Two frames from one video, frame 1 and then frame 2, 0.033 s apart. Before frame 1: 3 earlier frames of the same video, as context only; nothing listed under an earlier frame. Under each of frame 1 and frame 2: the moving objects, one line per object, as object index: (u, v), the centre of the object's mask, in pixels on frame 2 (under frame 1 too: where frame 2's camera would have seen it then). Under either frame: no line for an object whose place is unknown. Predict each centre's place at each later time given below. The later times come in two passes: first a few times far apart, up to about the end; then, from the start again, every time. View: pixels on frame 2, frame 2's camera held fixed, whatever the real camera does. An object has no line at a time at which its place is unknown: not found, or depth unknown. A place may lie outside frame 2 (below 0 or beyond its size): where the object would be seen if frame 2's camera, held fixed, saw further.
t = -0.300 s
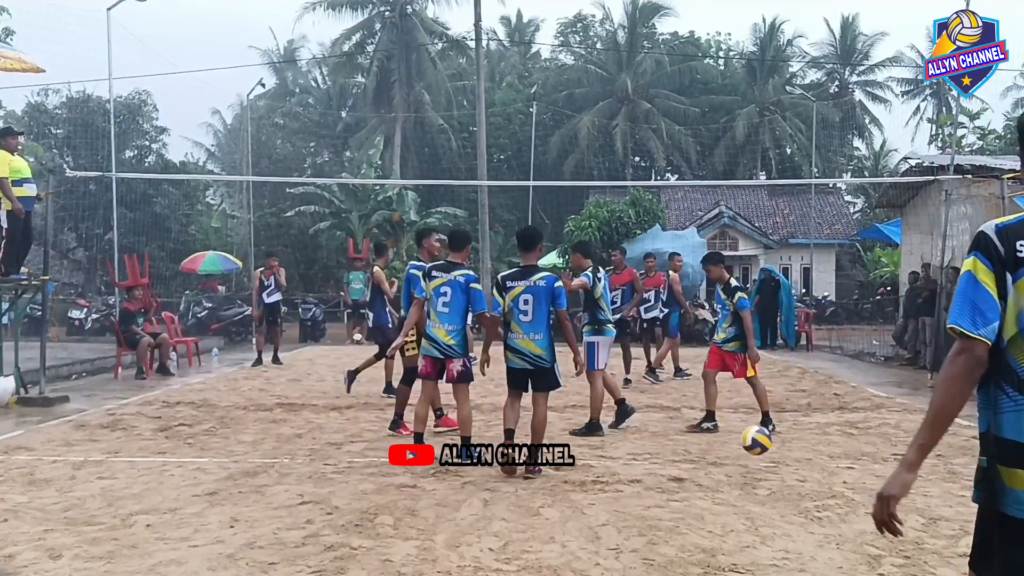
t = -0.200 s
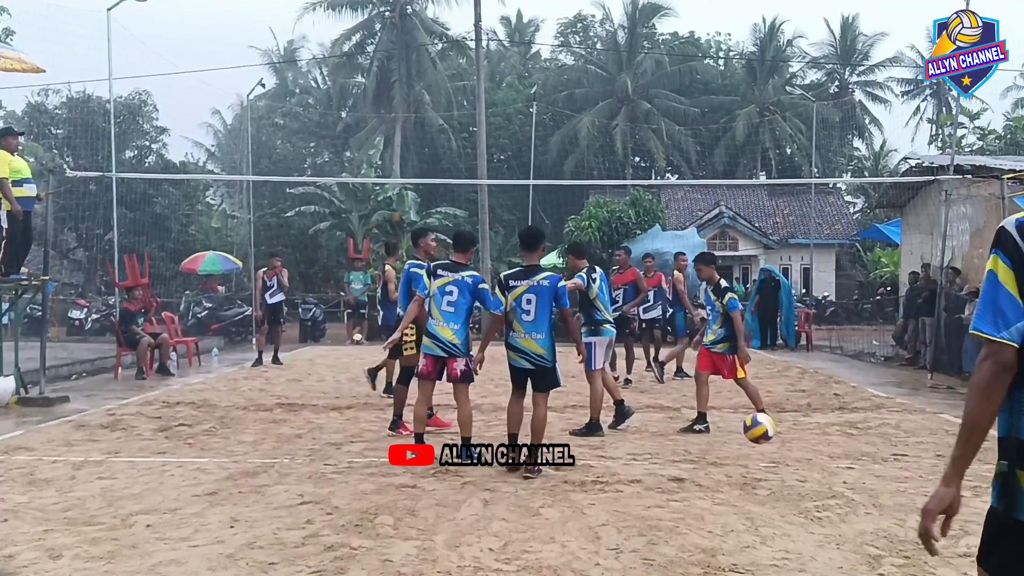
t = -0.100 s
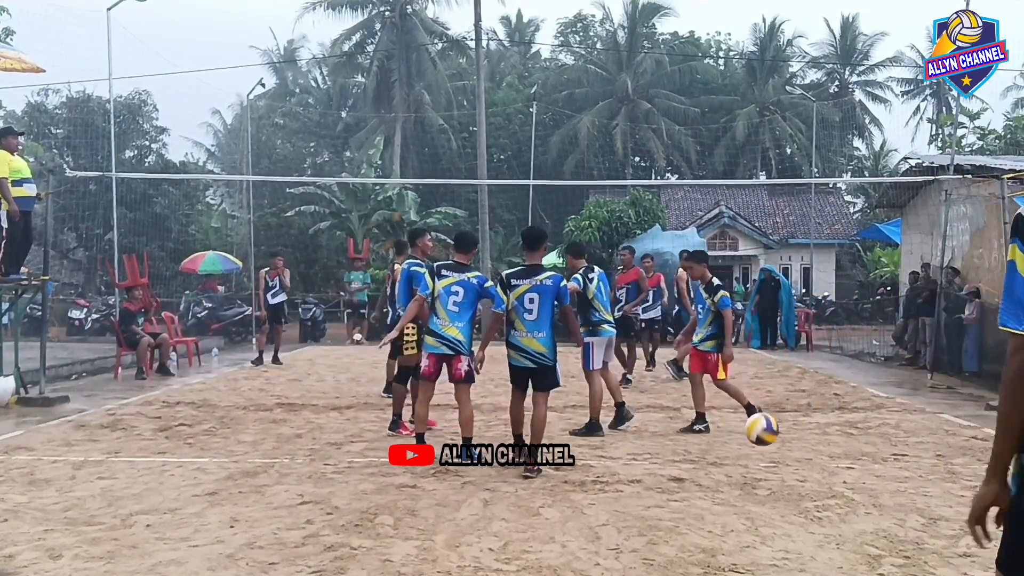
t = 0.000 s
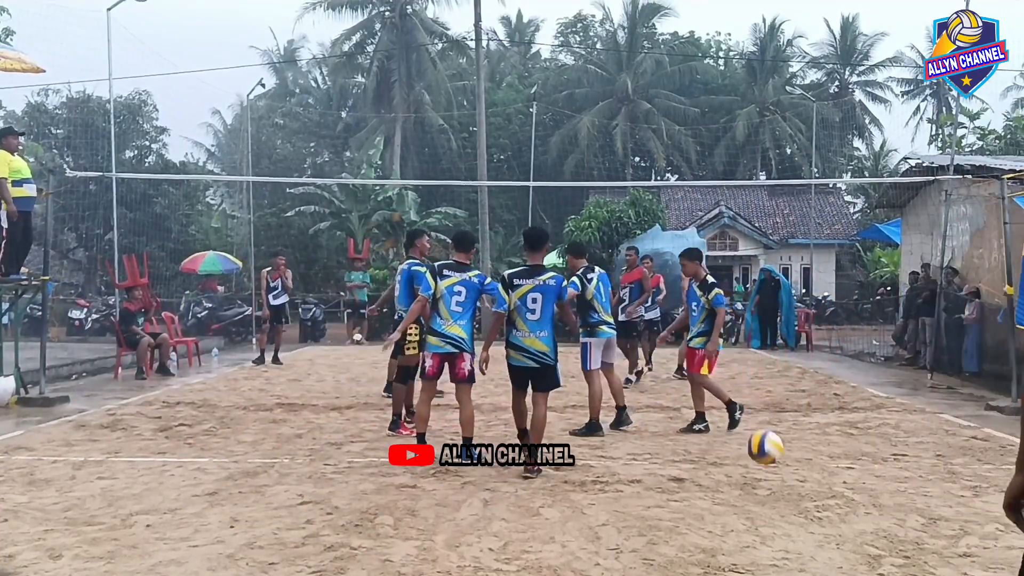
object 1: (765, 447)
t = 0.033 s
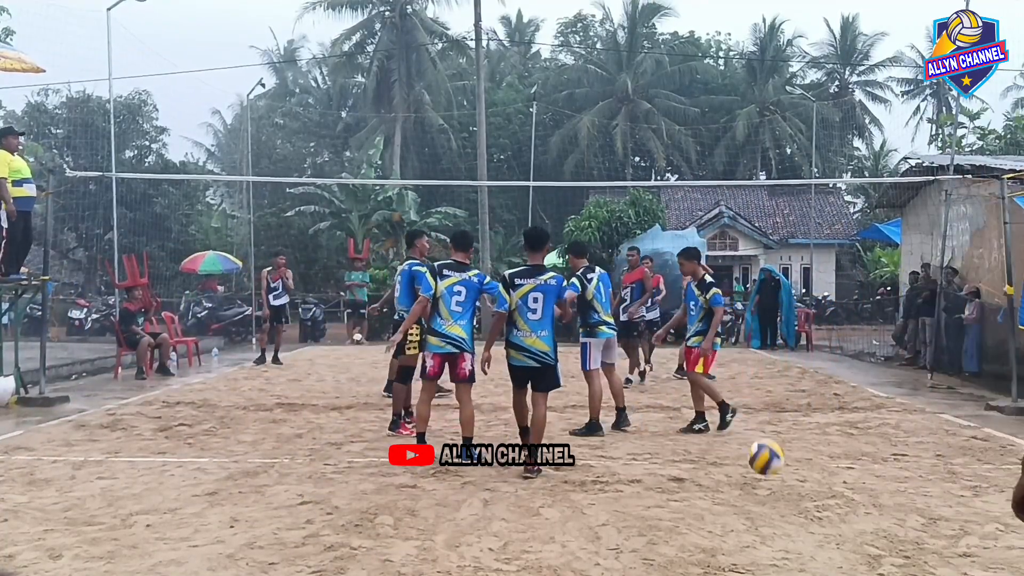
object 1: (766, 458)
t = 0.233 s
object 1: (776, 495)
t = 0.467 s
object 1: (797, 527)
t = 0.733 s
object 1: (811, 548)
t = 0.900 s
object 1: (813, 562)
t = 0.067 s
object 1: (768, 469)
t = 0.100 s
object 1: (768, 484)
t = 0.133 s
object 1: (770, 504)
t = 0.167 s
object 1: (772, 506)
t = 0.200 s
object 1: (774, 499)
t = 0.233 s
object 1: (776, 495)
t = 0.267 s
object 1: (779, 493)
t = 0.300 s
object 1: (782, 493)
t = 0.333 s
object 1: (785, 495)
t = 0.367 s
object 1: (788, 499)
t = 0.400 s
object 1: (791, 505)
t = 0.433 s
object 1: (794, 514)
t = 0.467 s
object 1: (797, 527)
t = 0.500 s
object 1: (801, 542)
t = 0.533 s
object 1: (804, 557)
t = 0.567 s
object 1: (807, 567)
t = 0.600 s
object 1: (808, 565)
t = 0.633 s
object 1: (810, 559)
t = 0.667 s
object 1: (810, 555)
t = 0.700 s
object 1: (810, 550)
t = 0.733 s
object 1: (811, 548)
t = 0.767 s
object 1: (812, 547)
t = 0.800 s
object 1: (812, 548)
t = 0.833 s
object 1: (812, 551)
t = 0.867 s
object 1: (813, 556)
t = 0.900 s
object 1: (813, 562)
